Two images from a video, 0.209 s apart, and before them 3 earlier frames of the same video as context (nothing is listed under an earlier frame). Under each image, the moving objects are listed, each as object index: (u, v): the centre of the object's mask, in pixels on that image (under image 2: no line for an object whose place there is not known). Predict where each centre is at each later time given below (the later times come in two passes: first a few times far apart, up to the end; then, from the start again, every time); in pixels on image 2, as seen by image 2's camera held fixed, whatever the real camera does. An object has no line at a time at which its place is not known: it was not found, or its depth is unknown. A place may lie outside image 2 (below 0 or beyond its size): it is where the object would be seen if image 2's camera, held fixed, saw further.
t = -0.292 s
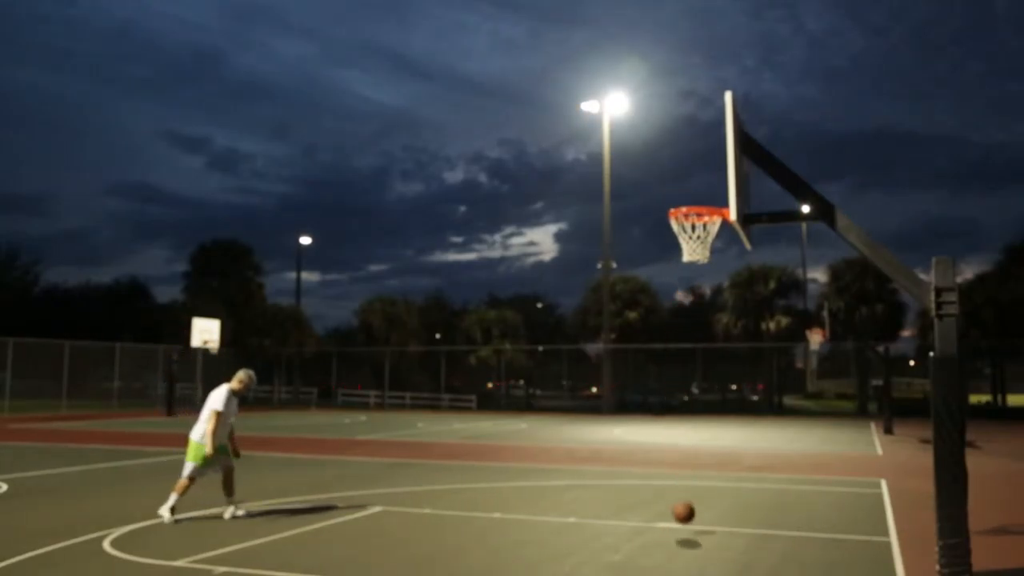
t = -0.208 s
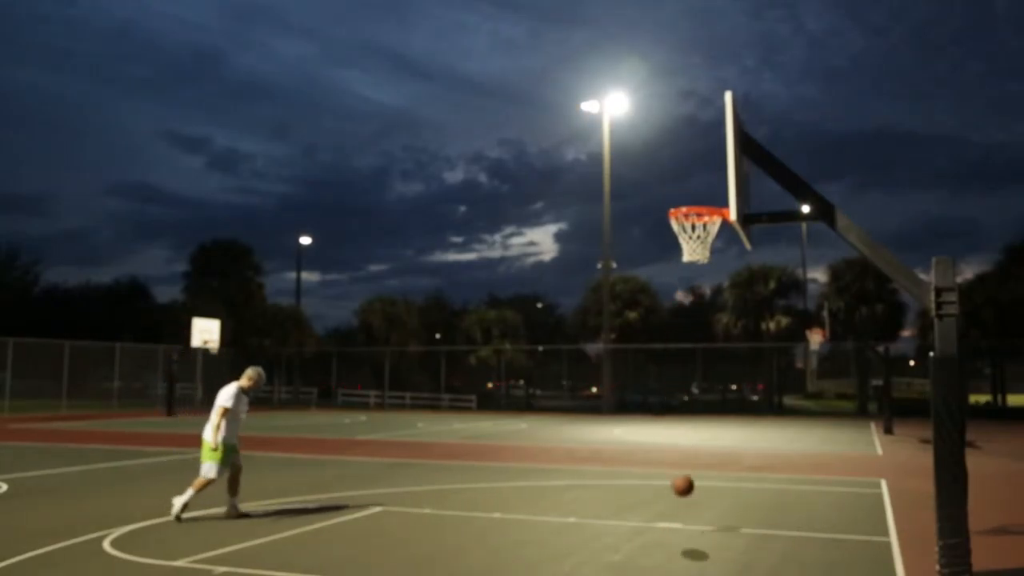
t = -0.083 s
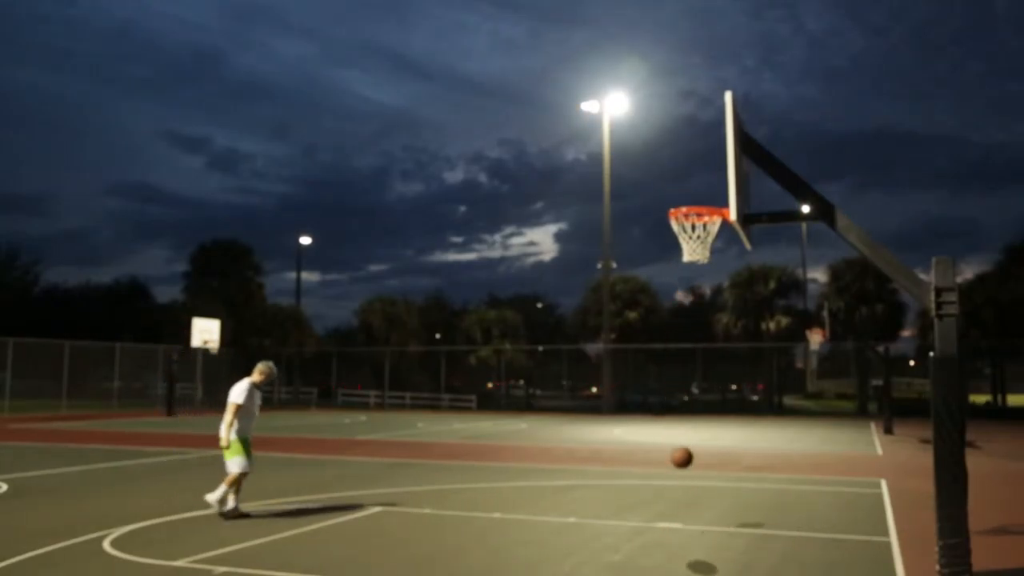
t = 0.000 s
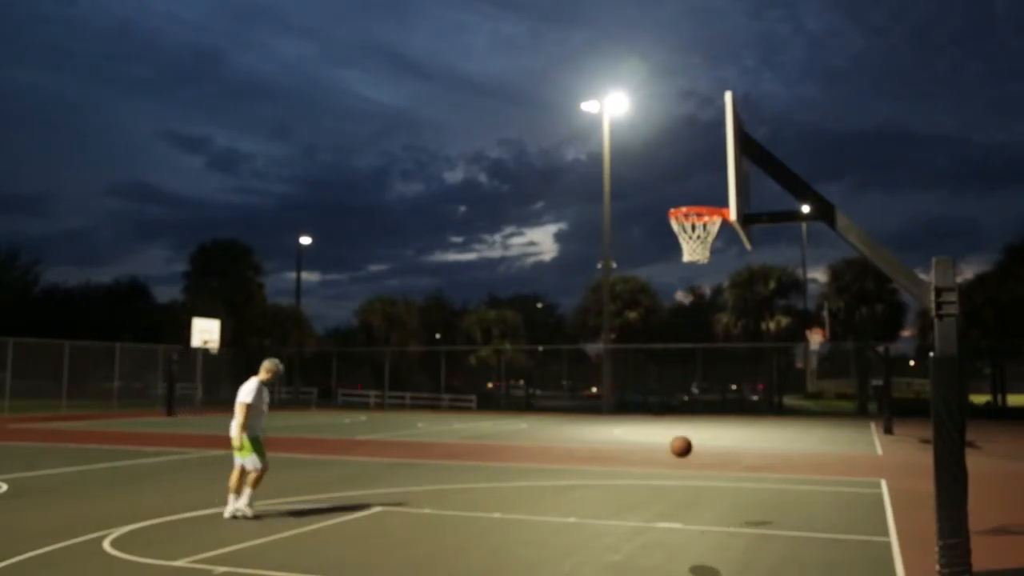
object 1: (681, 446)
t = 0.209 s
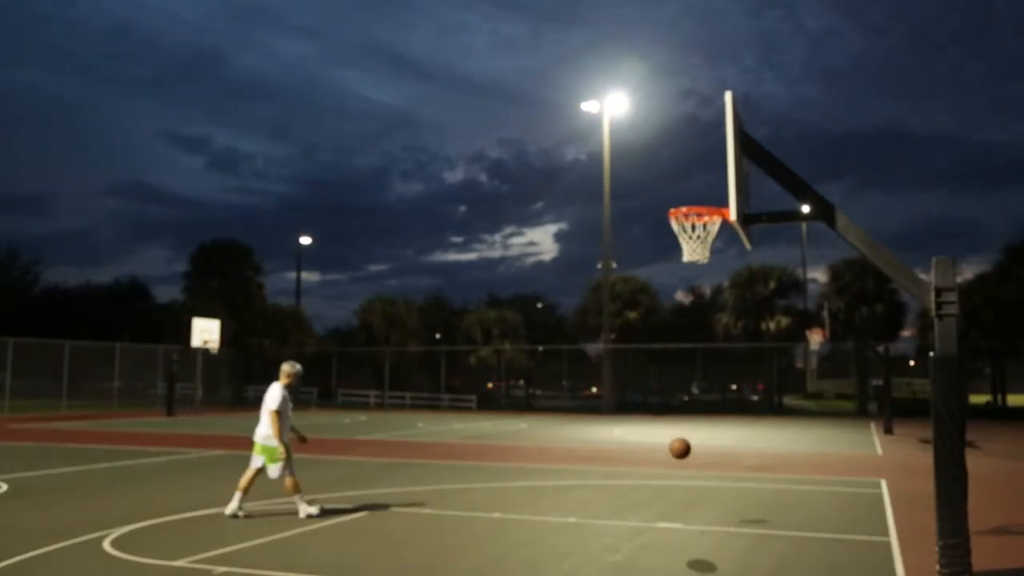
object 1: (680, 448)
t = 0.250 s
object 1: (680, 453)
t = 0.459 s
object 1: (679, 502)
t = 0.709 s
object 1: (677, 475)
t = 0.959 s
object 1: (675, 475)
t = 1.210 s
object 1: (673, 497)
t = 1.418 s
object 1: (671, 481)
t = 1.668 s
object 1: (668, 504)
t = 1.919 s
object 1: (664, 488)
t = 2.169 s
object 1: (660, 493)
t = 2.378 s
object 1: (658, 498)
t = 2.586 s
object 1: (654, 494)
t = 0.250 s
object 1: (680, 453)
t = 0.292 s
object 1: (680, 460)
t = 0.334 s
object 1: (680, 468)
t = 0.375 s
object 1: (680, 478)
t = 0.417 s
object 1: (679, 489)
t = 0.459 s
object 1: (679, 502)
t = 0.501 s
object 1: (679, 515)
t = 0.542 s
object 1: (679, 504)
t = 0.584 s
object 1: (678, 495)
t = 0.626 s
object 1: (678, 486)
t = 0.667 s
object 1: (677, 480)
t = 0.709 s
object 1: (677, 475)
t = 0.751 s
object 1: (677, 471)
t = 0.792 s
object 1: (676, 469)
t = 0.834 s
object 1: (676, 468)
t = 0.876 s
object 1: (676, 469)
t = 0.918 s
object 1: (675, 471)
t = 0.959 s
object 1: (675, 475)
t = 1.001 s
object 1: (675, 481)
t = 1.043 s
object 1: (674, 487)
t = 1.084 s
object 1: (674, 496)
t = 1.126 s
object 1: (674, 506)
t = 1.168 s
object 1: (674, 505)
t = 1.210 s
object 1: (673, 497)
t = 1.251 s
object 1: (673, 491)
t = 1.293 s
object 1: (672, 486)
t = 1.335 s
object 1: (672, 483)
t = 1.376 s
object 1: (671, 481)
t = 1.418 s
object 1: (671, 481)
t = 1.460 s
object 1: (671, 482)
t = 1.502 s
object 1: (670, 485)
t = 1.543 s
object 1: (670, 489)
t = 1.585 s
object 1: (669, 494)
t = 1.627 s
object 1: (669, 502)
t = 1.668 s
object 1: (668, 504)
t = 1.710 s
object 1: (668, 498)
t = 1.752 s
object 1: (667, 493)
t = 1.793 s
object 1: (666, 490)
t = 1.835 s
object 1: (666, 488)
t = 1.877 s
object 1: (665, 488)
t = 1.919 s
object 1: (664, 488)
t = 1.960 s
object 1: (663, 491)
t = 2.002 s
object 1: (663, 495)
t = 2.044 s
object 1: (663, 500)
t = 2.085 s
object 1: (662, 501)
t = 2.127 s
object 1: (661, 497)
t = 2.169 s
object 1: (660, 493)
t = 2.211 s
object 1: (660, 492)
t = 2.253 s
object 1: (659, 491)
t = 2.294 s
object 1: (659, 492)
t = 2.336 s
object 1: (658, 495)
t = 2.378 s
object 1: (658, 498)
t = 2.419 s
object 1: (657, 500)
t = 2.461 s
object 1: (656, 496)
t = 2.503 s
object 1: (656, 494)
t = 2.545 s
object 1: (655, 493)
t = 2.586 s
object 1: (654, 494)
